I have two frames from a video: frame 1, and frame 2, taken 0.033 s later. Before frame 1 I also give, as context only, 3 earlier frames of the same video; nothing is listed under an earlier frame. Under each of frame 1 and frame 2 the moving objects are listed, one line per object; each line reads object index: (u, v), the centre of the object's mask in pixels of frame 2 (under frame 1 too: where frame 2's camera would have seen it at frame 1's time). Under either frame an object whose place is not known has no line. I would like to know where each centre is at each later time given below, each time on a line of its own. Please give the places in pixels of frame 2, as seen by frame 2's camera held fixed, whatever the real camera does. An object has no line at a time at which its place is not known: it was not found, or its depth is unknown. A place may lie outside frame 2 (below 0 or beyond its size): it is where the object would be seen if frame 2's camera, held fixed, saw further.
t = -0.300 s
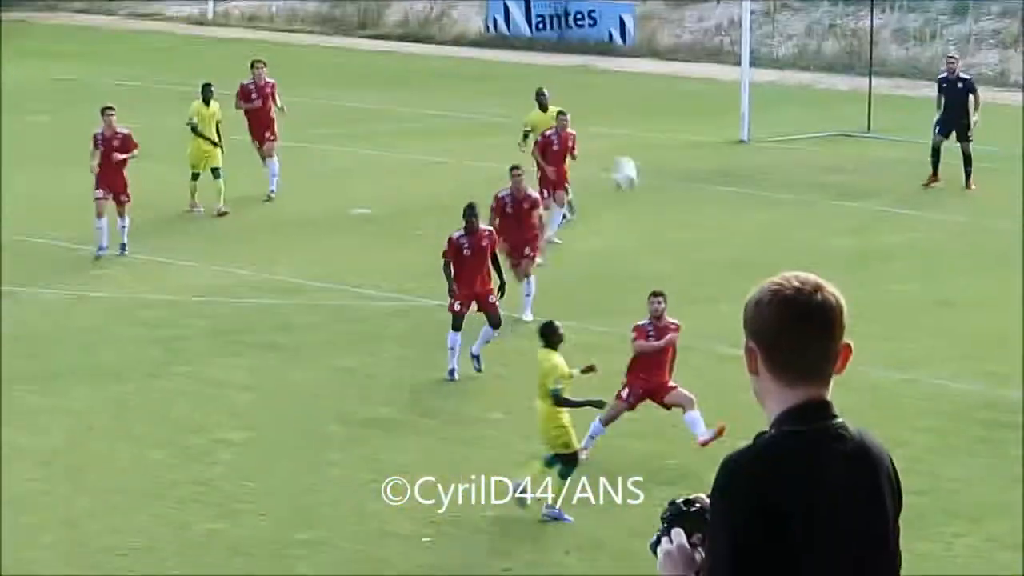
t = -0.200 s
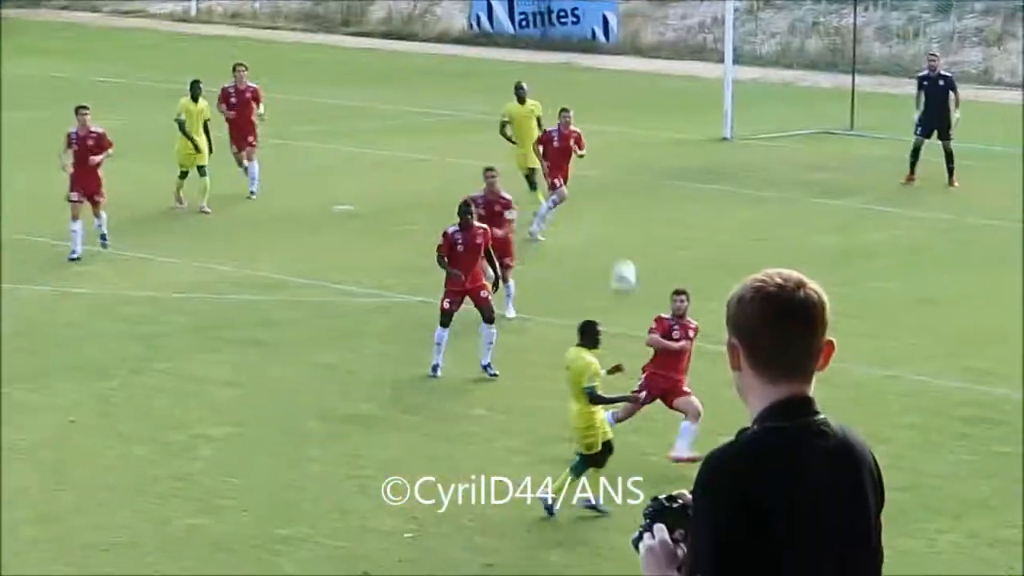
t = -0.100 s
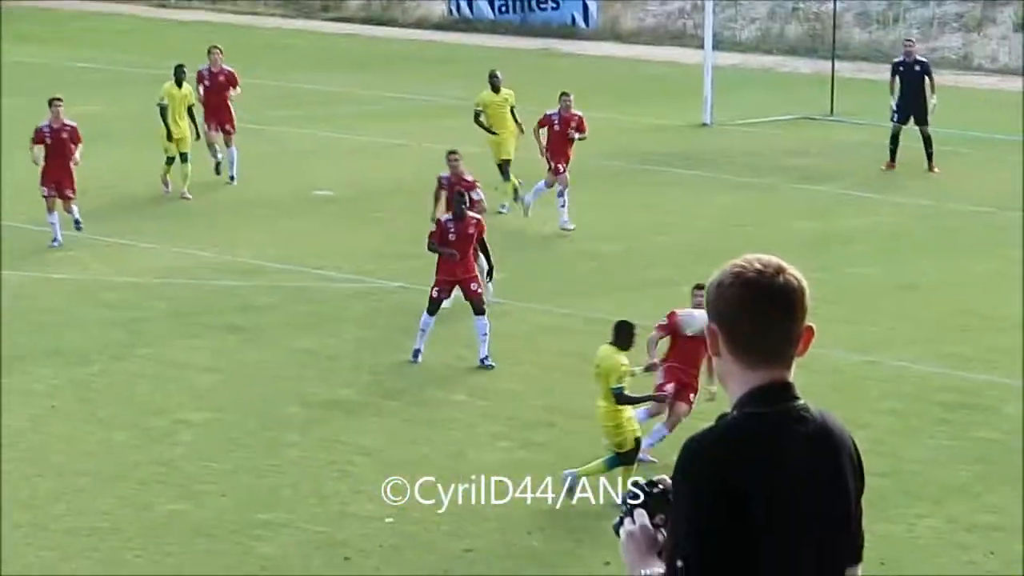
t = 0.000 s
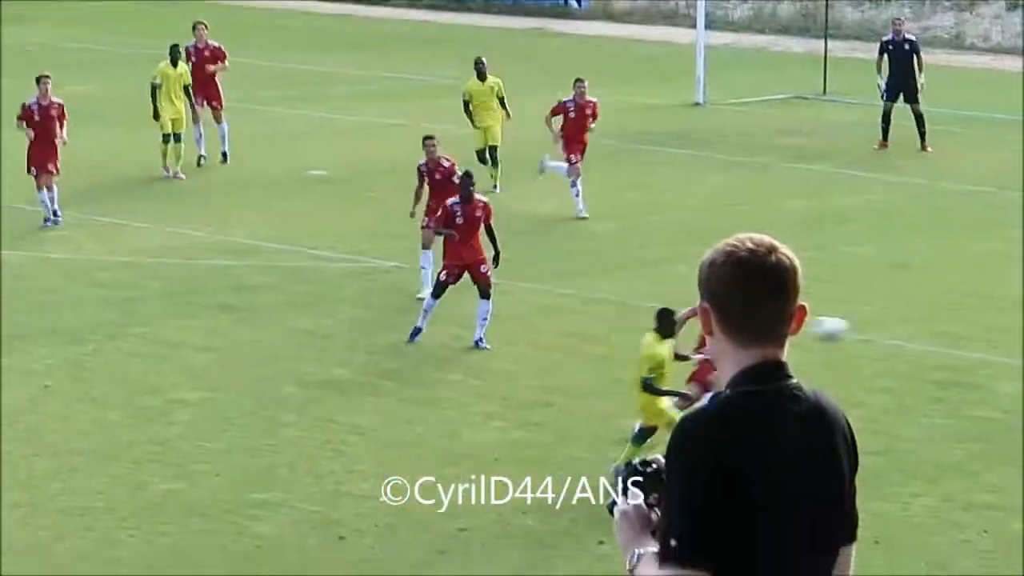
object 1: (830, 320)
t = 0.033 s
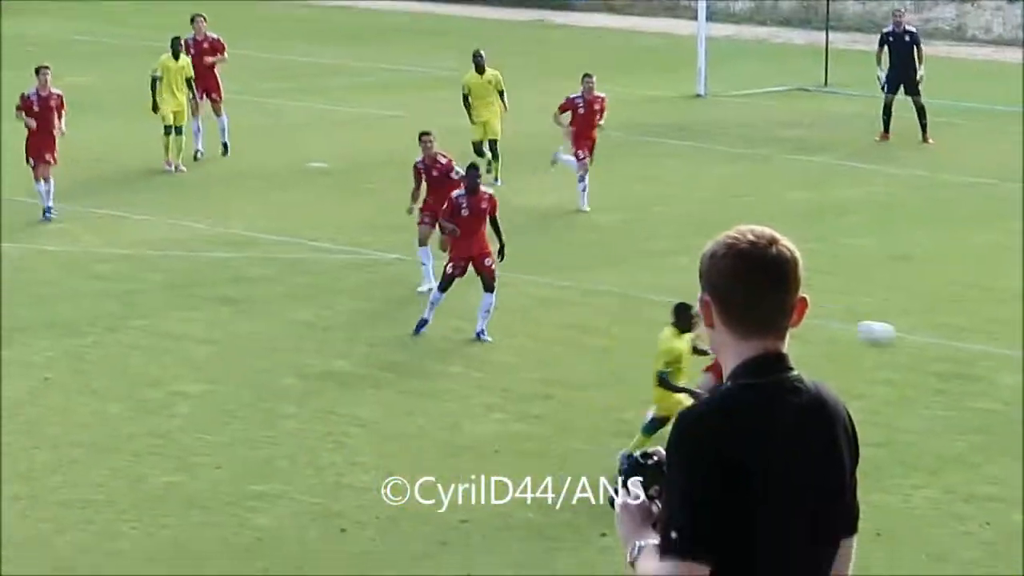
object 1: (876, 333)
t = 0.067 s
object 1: (920, 347)
